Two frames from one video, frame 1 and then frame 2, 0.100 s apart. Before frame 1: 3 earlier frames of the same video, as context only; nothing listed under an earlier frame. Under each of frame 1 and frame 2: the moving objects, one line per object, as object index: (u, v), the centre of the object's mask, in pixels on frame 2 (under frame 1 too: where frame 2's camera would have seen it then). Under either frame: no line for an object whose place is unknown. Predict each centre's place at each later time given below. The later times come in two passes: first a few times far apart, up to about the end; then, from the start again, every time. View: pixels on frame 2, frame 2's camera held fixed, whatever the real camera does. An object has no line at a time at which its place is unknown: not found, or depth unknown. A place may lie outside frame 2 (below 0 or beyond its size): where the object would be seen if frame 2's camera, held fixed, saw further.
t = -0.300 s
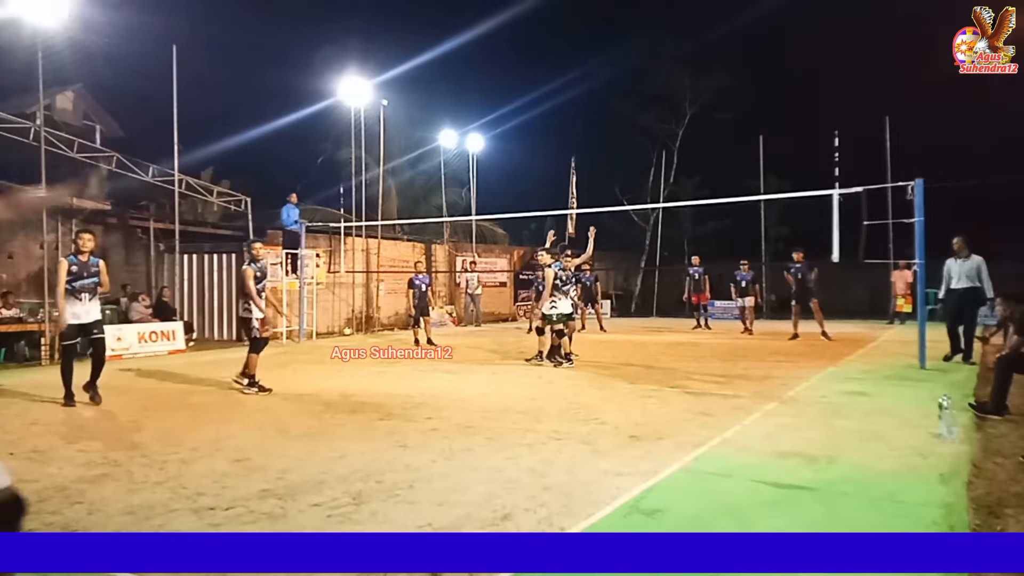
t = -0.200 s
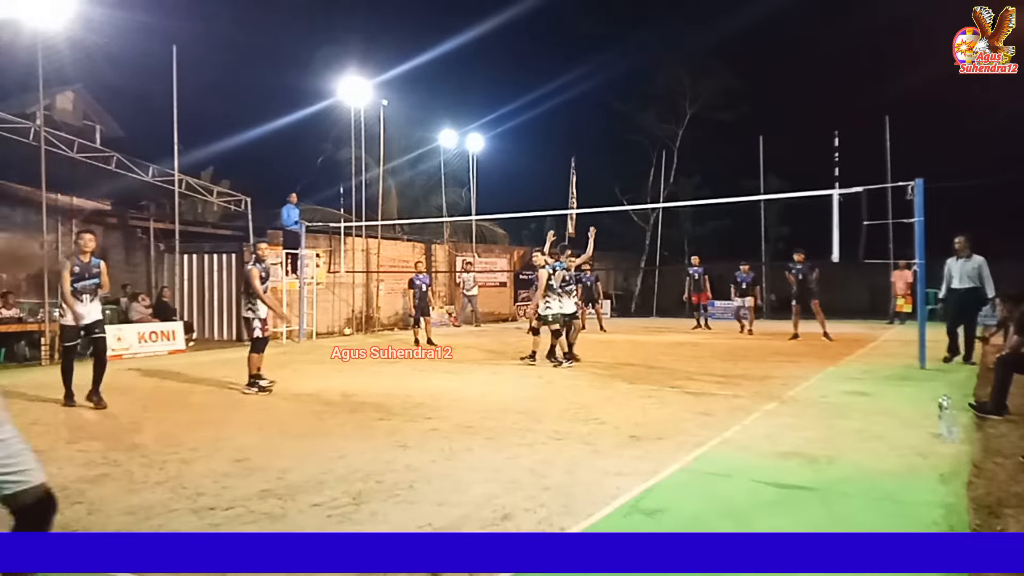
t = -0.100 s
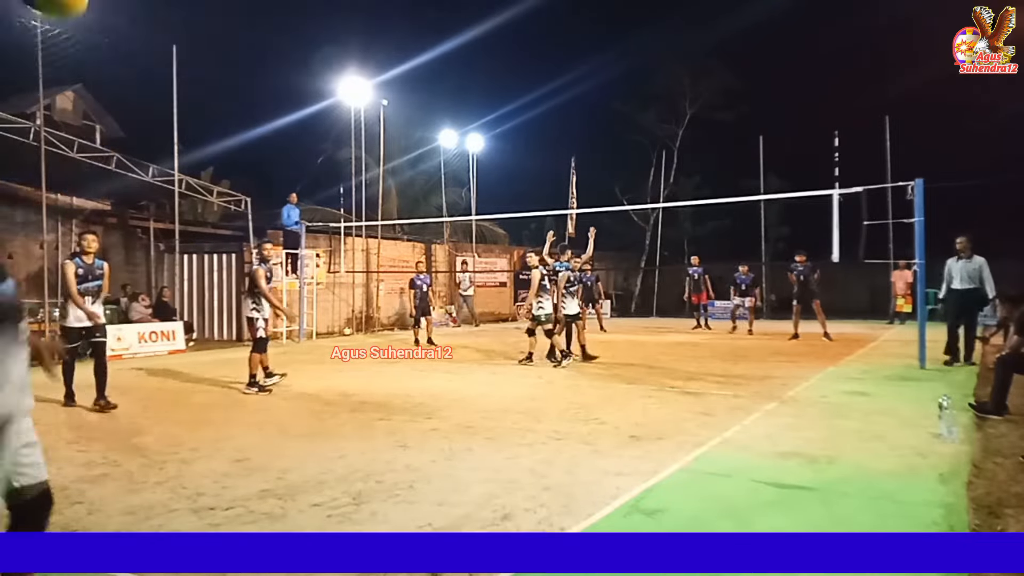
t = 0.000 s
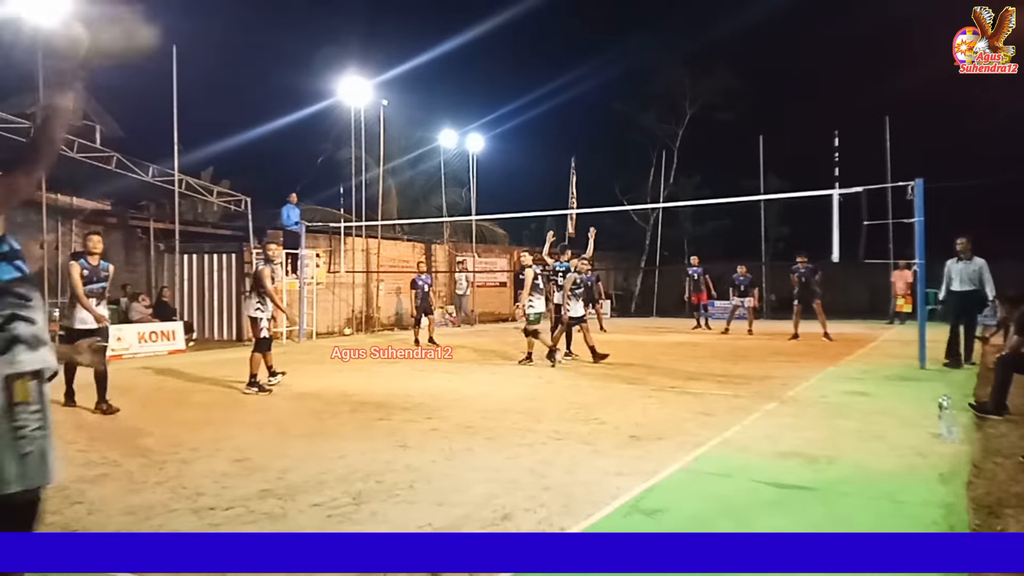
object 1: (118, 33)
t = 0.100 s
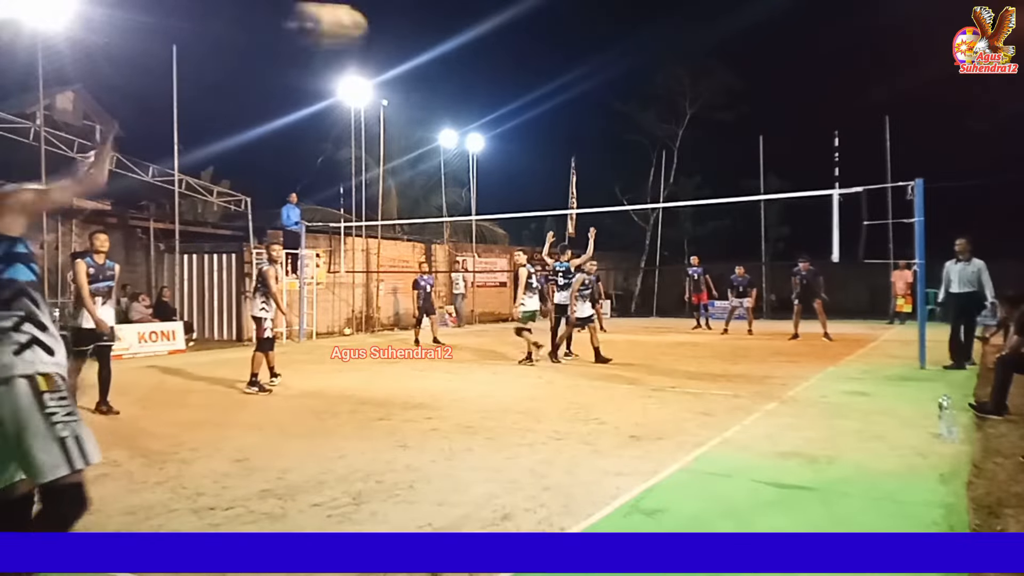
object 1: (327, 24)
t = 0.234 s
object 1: (468, 37)
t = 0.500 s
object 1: (579, 88)
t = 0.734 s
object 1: (623, 143)
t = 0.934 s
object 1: (646, 193)
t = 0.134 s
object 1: (372, 25)
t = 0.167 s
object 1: (410, 29)
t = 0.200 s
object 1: (441, 33)
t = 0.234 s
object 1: (468, 37)
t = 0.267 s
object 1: (489, 42)
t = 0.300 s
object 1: (509, 48)
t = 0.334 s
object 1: (524, 54)
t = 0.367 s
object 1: (538, 61)
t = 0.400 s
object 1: (551, 67)
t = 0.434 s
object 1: (561, 74)
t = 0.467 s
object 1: (571, 81)
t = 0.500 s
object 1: (579, 88)
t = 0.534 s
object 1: (587, 96)
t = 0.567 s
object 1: (595, 104)
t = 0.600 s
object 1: (601, 112)
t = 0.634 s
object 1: (607, 120)
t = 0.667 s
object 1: (613, 128)
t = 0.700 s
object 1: (618, 135)
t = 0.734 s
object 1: (623, 143)
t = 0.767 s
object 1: (628, 151)
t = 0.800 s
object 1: (633, 159)
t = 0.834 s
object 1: (637, 168)
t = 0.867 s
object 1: (640, 176)
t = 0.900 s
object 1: (643, 185)
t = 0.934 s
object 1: (646, 193)
